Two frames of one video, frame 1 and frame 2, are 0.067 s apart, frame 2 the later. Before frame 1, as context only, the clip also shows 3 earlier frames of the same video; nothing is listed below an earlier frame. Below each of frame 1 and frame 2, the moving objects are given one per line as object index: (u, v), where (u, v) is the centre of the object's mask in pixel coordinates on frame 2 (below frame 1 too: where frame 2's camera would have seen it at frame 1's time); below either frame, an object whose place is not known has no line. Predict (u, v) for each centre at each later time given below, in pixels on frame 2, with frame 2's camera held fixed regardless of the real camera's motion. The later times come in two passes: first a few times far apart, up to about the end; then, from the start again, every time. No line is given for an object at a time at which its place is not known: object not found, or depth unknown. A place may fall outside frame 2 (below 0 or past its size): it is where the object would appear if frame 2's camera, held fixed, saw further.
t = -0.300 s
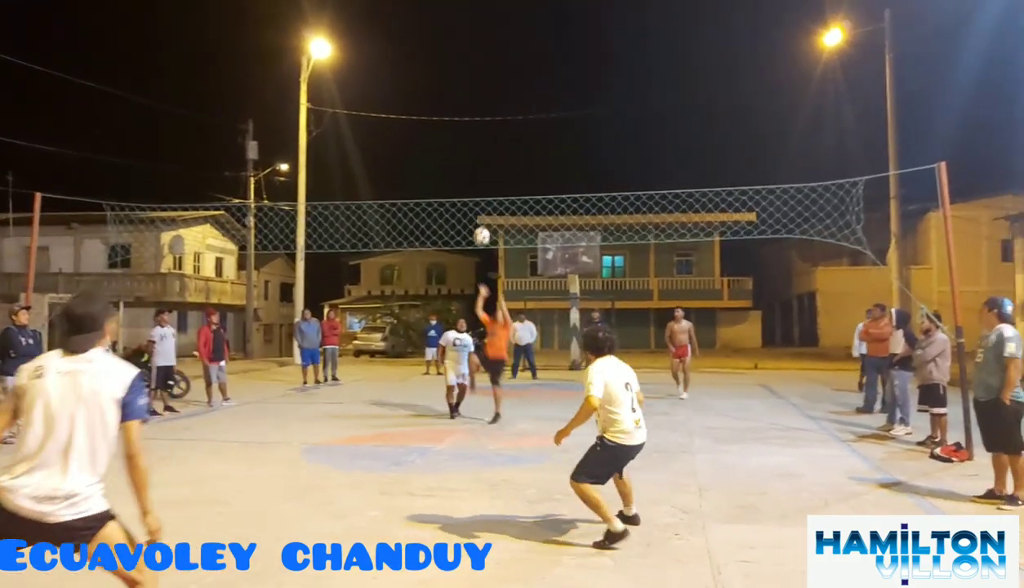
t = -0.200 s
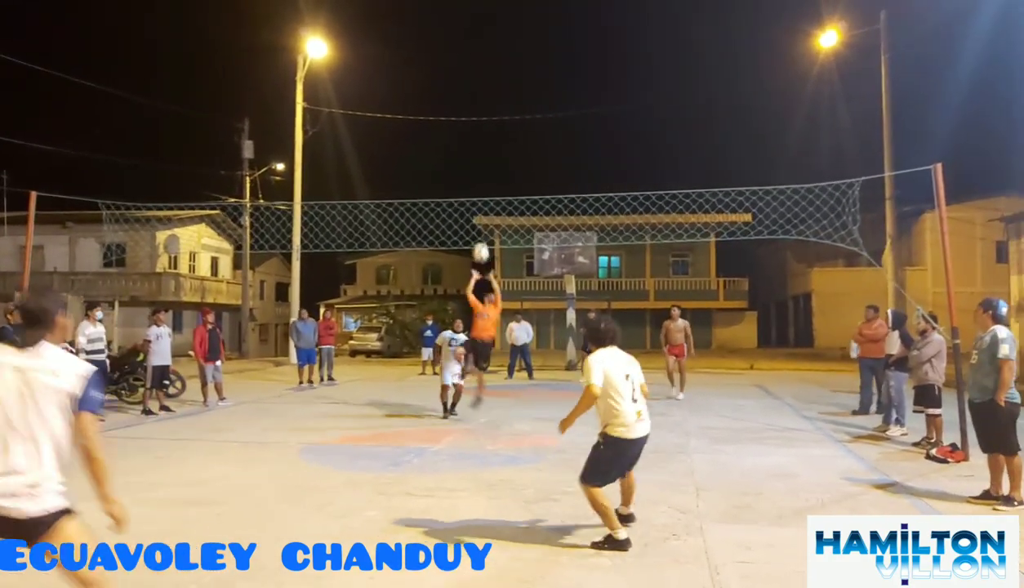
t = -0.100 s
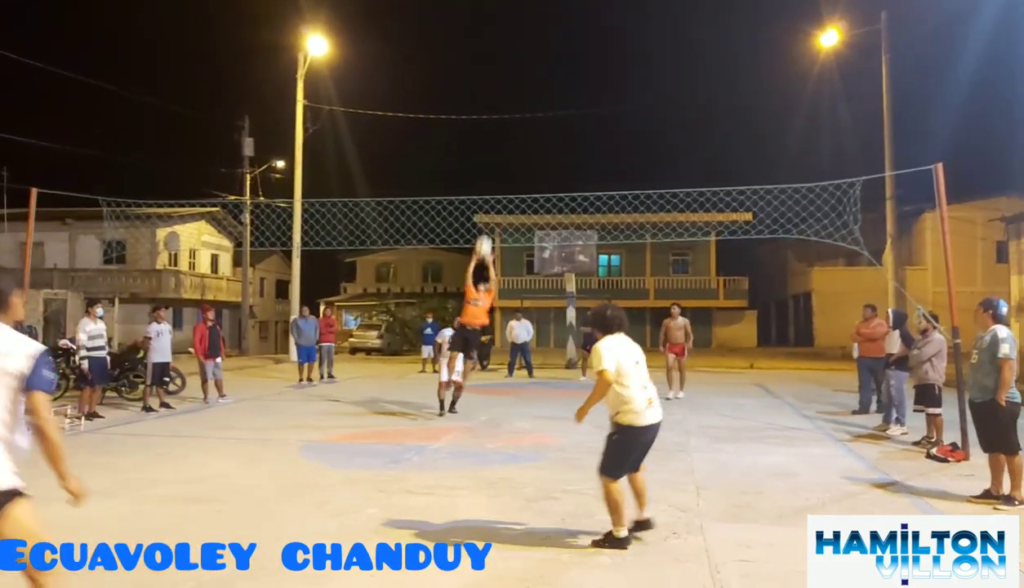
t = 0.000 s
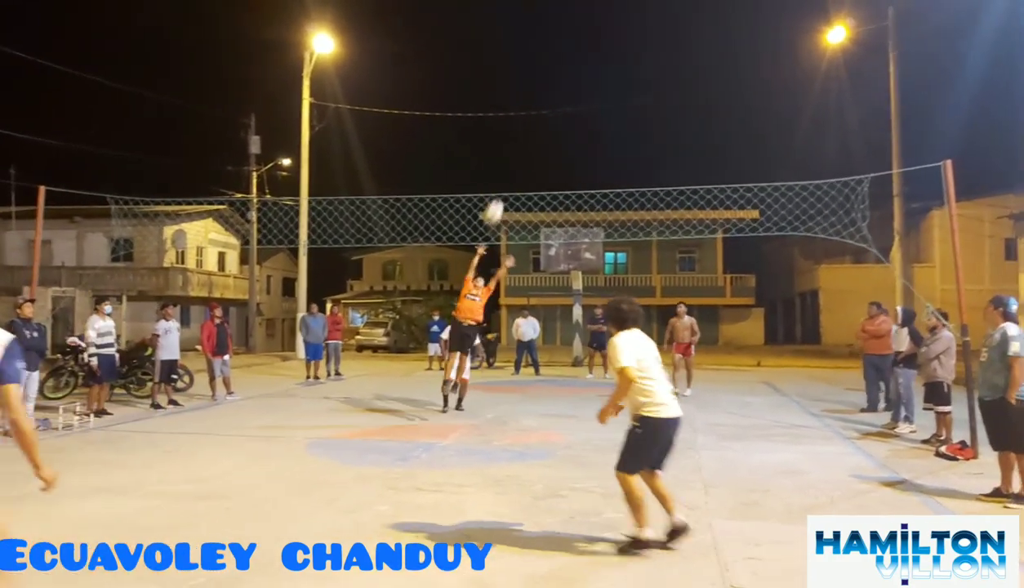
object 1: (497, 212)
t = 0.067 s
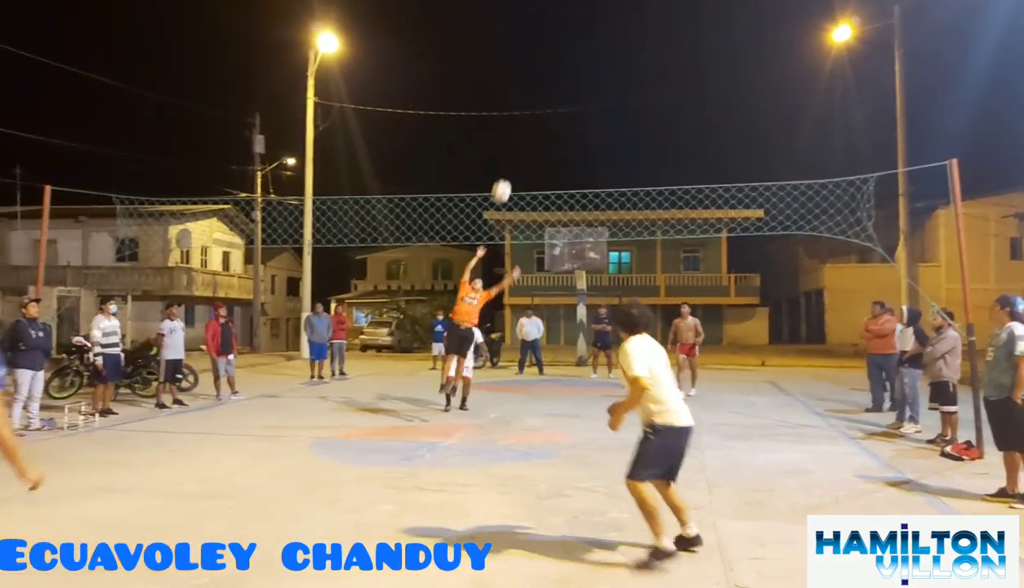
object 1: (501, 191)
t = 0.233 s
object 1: (510, 150)
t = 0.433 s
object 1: (526, 124)
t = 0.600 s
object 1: (544, 134)
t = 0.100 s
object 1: (503, 181)
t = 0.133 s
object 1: (504, 173)
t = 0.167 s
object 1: (506, 165)
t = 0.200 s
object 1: (508, 158)
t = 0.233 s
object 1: (510, 150)
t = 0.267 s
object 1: (512, 143)
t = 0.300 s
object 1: (515, 137)
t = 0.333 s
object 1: (518, 133)
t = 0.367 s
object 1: (520, 129)
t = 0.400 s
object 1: (523, 126)
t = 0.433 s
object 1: (526, 124)
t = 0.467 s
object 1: (530, 123)
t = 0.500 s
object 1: (533, 124)
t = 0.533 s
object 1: (537, 126)
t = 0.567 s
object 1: (540, 129)
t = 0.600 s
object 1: (544, 134)
